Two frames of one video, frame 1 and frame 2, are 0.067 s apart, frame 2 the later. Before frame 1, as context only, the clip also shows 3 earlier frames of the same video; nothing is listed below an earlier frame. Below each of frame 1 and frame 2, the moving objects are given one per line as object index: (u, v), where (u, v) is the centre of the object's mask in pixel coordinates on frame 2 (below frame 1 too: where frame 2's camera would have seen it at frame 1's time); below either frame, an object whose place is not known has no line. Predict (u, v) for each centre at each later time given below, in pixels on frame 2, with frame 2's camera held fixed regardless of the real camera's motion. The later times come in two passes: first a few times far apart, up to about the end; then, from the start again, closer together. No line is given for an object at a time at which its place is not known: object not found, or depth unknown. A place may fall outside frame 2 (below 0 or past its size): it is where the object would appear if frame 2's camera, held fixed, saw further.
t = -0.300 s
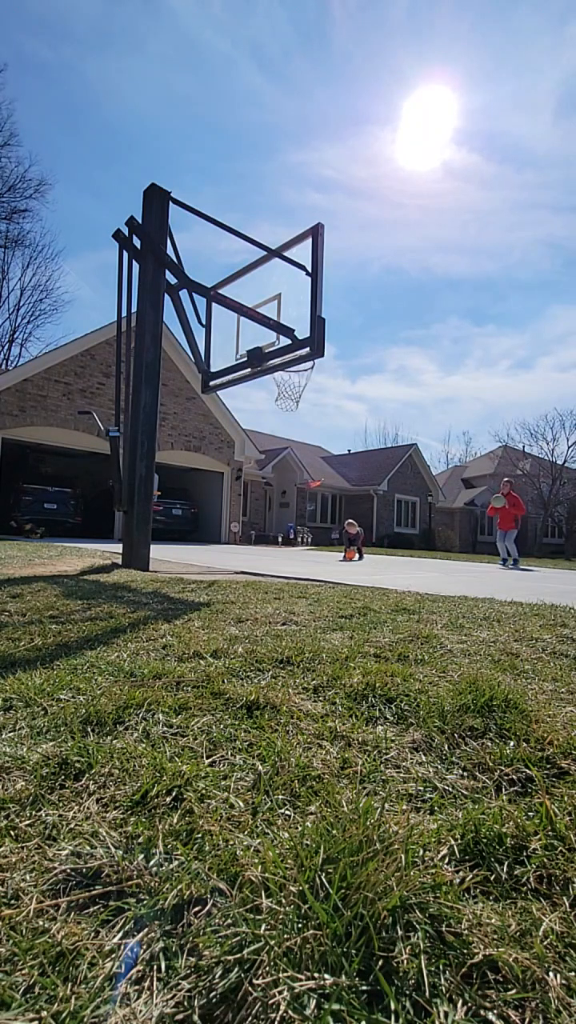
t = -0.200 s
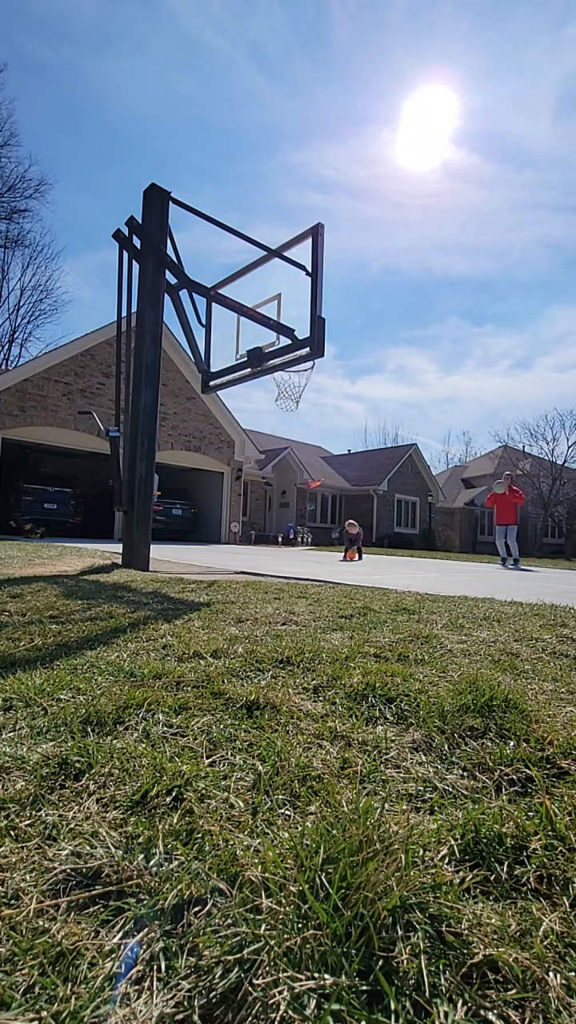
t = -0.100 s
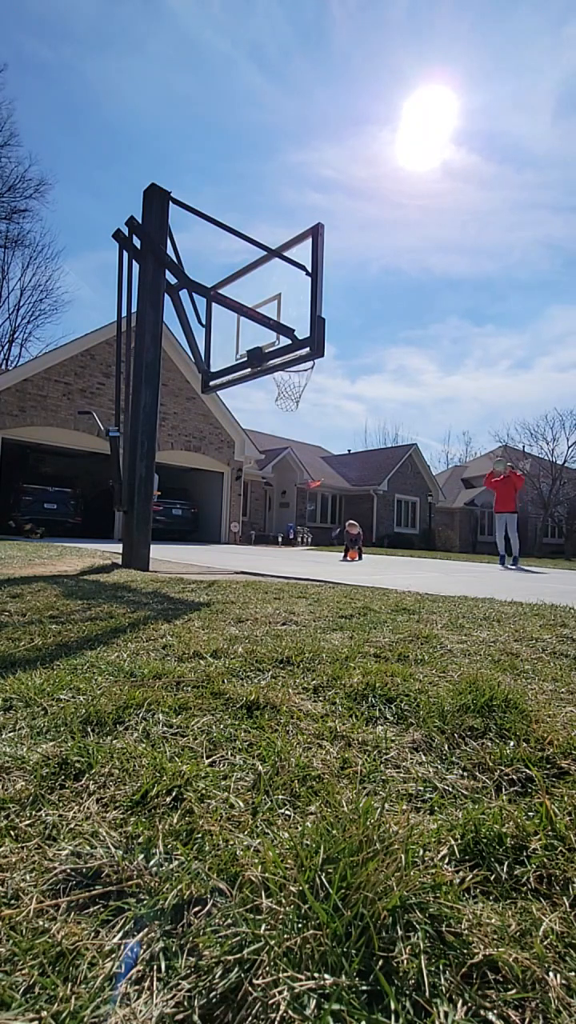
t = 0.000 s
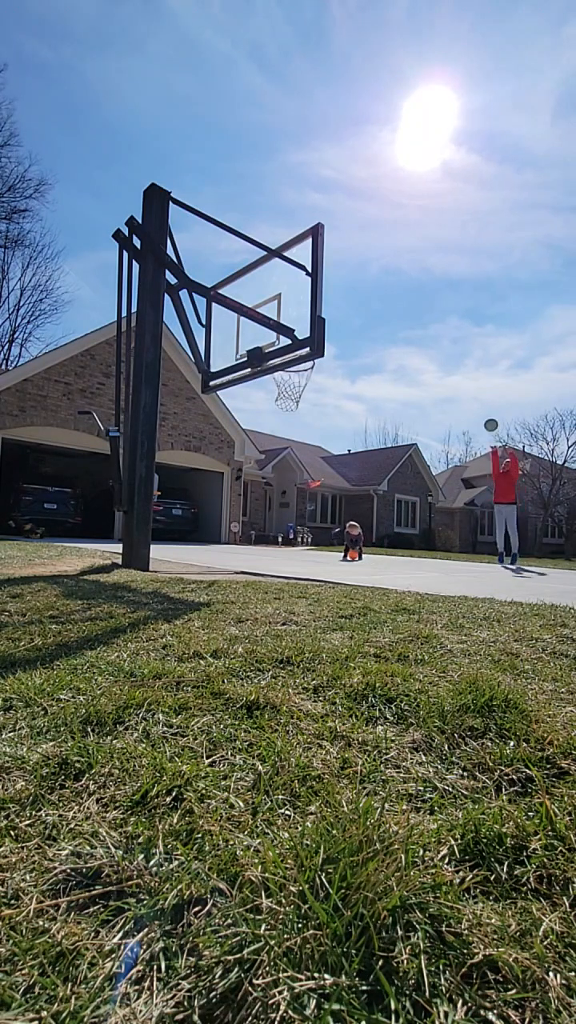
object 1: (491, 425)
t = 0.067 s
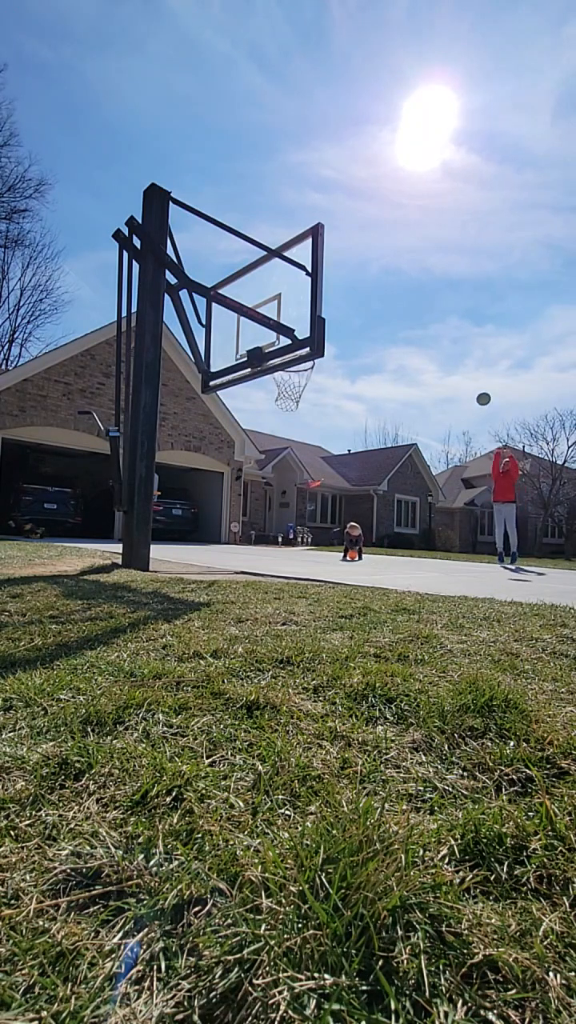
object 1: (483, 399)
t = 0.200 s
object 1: (467, 351)
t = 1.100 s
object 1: (268, 290)
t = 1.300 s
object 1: (294, 387)
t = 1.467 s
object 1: (304, 386)
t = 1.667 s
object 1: (300, 397)
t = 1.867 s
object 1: (275, 425)
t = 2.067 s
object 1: (247, 497)
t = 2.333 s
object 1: (216, 496)
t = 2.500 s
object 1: (200, 453)
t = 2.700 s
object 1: (178, 444)
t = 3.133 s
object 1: (117, 536)
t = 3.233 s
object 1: (111, 505)
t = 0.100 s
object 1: (479, 386)
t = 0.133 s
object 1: (475, 374)
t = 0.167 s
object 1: (471, 362)
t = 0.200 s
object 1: (467, 351)
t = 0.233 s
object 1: (462, 340)
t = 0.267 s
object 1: (458, 330)
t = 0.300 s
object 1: (453, 320)
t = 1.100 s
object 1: (268, 290)
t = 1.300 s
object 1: (294, 387)
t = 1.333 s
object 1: (298, 393)
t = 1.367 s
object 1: (301, 392)
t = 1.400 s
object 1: (303, 389)
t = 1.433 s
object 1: (304, 387)
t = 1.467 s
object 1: (304, 386)
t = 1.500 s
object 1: (305, 386)
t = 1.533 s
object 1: (305, 387)
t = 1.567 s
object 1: (305, 389)
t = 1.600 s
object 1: (304, 392)
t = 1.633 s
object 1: (302, 394)
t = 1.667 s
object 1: (300, 397)
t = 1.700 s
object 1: (296, 399)
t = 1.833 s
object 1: (279, 418)
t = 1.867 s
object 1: (275, 425)
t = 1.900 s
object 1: (271, 432)
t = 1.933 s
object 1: (266, 445)
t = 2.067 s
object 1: (247, 497)
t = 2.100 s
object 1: (242, 513)
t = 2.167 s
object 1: (232, 550)
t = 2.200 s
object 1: (228, 550)
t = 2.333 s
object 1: (216, 496)
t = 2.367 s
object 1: (213, 486)
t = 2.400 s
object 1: (210, 476)
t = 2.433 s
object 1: (206, 468)
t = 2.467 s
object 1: (203, 461)
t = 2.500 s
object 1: (200, 453)
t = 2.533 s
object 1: (197, 449)
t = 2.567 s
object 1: (193, 446)
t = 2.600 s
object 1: (190, 444)
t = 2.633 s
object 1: (186, 443)
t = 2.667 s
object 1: (183, 443)
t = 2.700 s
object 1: (178, 444)
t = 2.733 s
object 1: (176, 445)
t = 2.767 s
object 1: (171, 451)
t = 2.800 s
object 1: (167, 457)
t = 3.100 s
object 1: (118, 549)
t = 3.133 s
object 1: (117, 536)
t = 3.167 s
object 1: (116, 524)
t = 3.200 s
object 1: (114, 516)
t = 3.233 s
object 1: (111, 505)
